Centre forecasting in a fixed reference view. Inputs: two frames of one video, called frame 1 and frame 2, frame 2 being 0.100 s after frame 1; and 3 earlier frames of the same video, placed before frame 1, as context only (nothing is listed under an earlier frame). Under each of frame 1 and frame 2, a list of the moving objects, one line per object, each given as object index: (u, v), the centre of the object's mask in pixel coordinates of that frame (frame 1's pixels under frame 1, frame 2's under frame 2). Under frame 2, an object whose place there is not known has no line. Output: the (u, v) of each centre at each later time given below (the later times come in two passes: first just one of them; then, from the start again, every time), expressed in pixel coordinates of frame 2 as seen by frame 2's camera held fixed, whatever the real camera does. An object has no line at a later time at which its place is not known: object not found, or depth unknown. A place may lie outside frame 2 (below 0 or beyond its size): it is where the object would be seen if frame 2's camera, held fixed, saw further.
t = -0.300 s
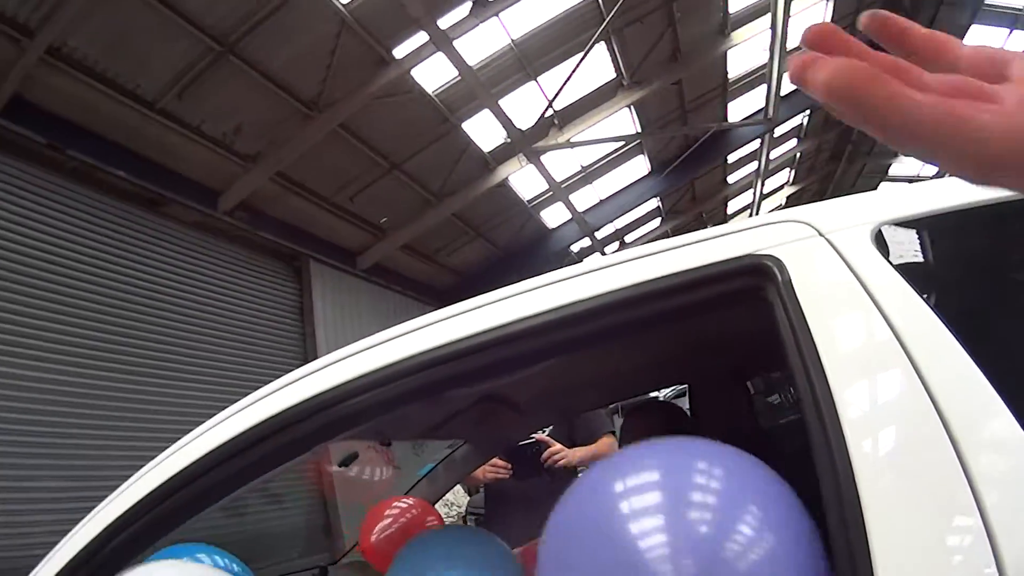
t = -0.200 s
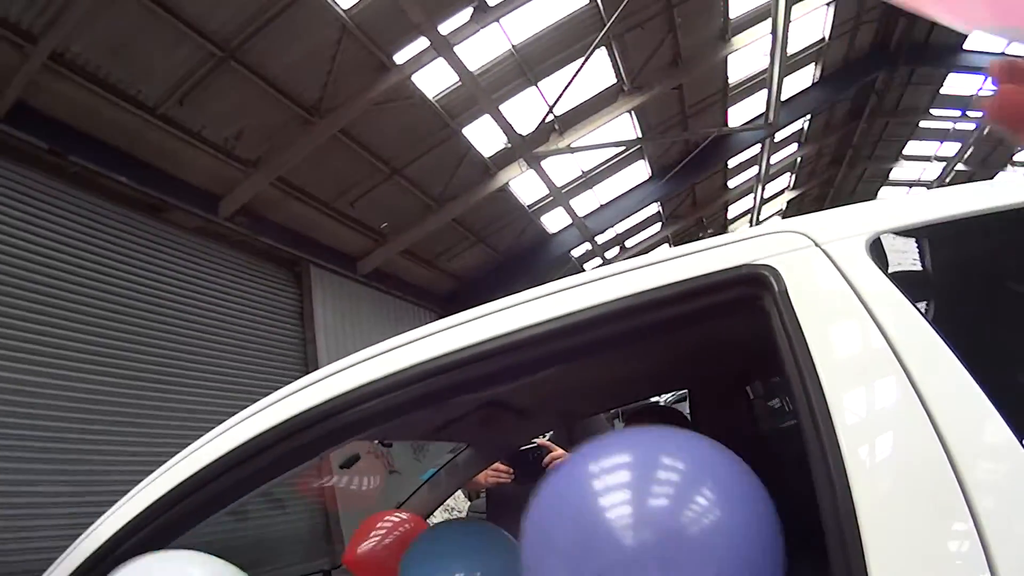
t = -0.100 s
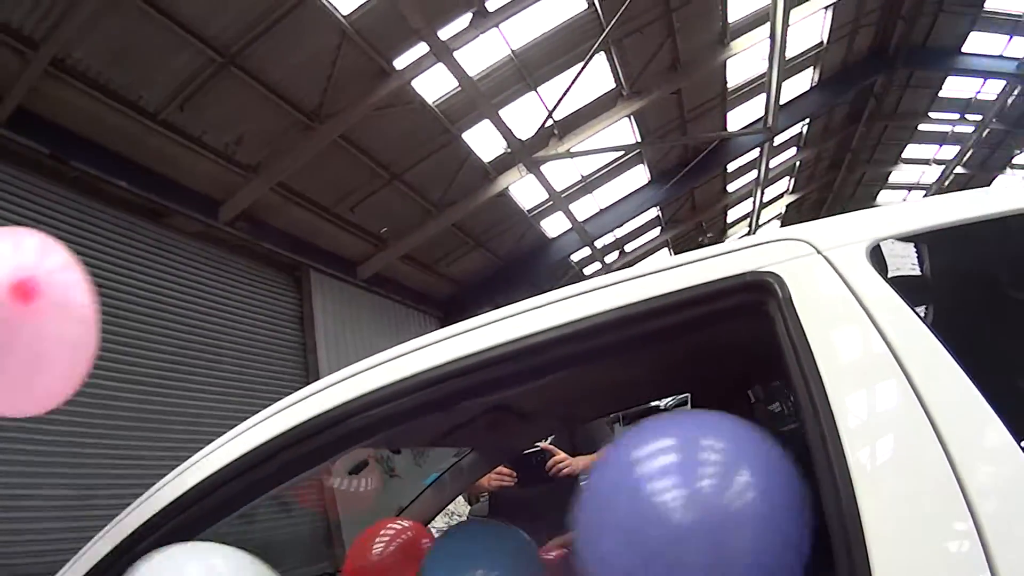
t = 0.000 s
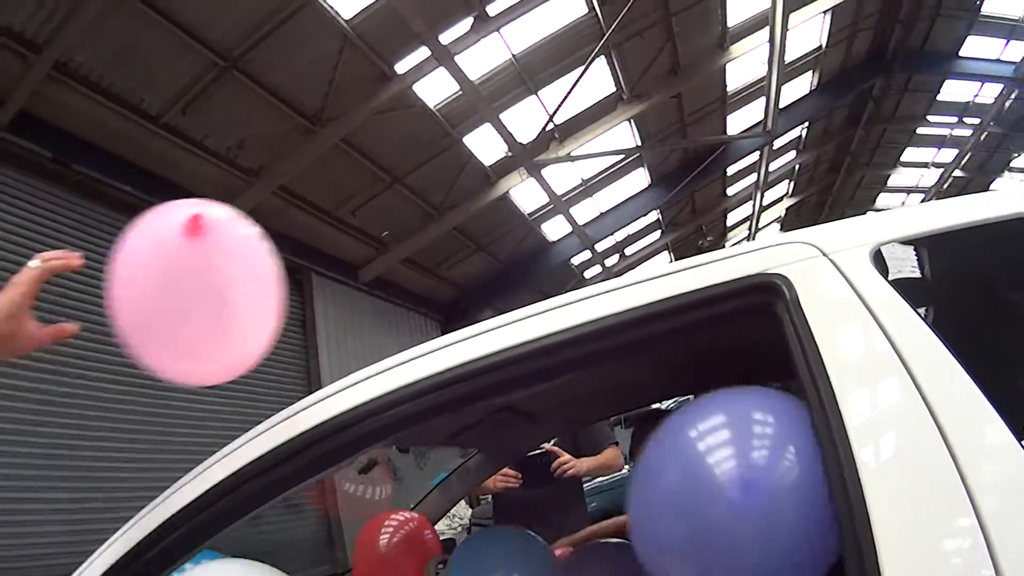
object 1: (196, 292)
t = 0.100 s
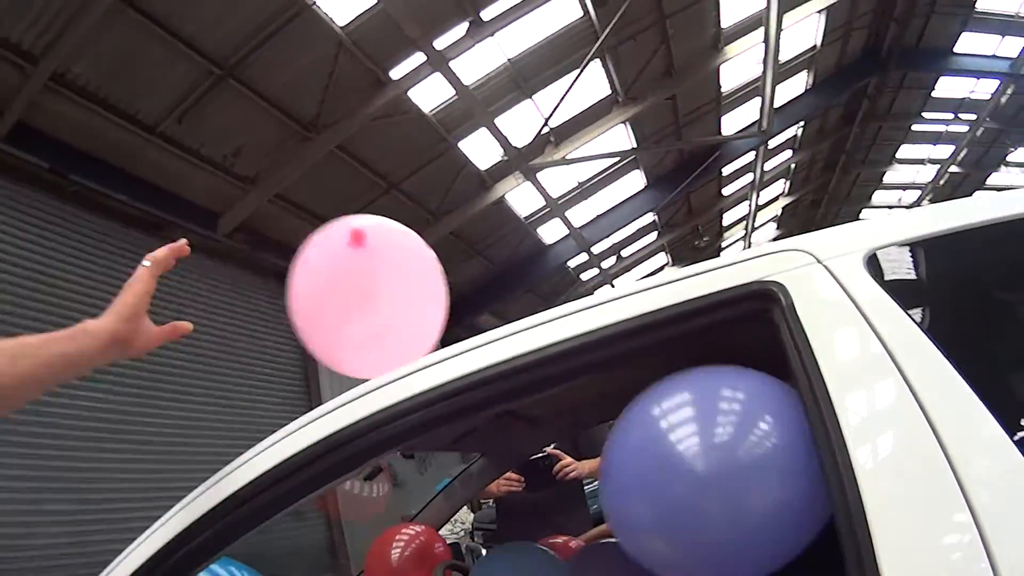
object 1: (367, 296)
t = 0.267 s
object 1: (500, 284)
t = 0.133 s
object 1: (407, 296)
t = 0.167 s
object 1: (441, 297)
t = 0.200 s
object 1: (464, 292)
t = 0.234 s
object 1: (484, 287)
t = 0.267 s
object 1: (500, 284)
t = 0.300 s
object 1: (512, 282)
